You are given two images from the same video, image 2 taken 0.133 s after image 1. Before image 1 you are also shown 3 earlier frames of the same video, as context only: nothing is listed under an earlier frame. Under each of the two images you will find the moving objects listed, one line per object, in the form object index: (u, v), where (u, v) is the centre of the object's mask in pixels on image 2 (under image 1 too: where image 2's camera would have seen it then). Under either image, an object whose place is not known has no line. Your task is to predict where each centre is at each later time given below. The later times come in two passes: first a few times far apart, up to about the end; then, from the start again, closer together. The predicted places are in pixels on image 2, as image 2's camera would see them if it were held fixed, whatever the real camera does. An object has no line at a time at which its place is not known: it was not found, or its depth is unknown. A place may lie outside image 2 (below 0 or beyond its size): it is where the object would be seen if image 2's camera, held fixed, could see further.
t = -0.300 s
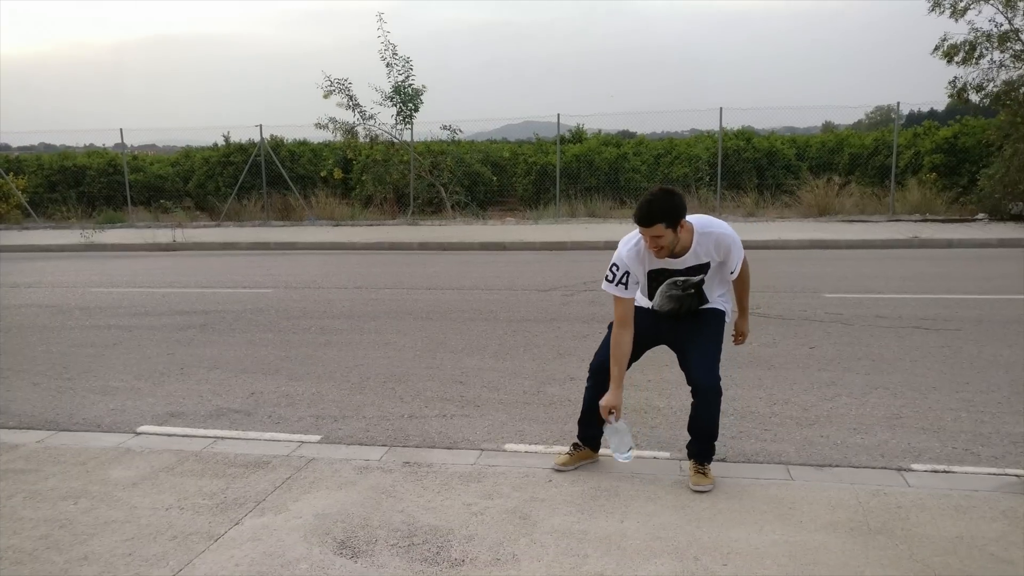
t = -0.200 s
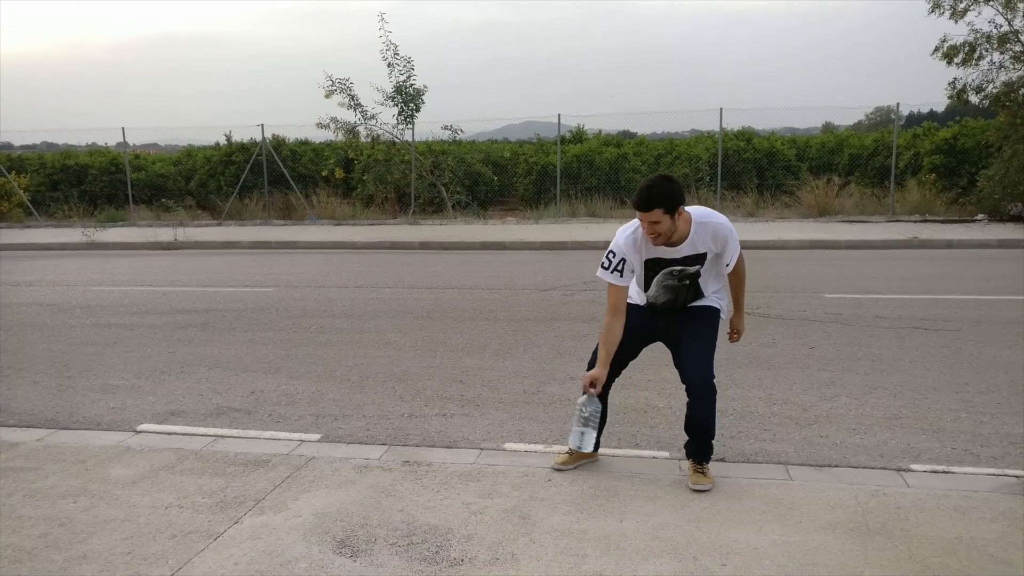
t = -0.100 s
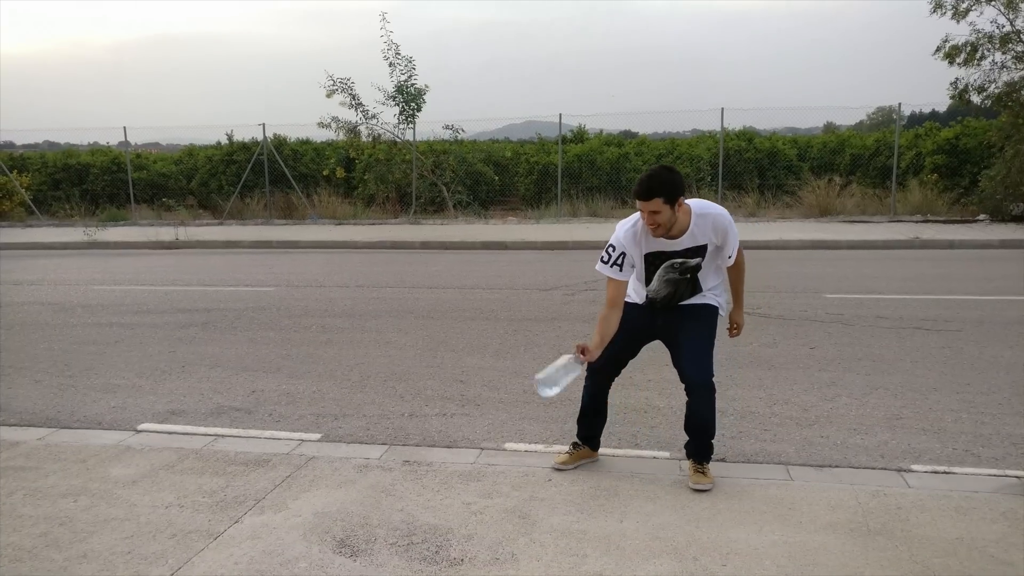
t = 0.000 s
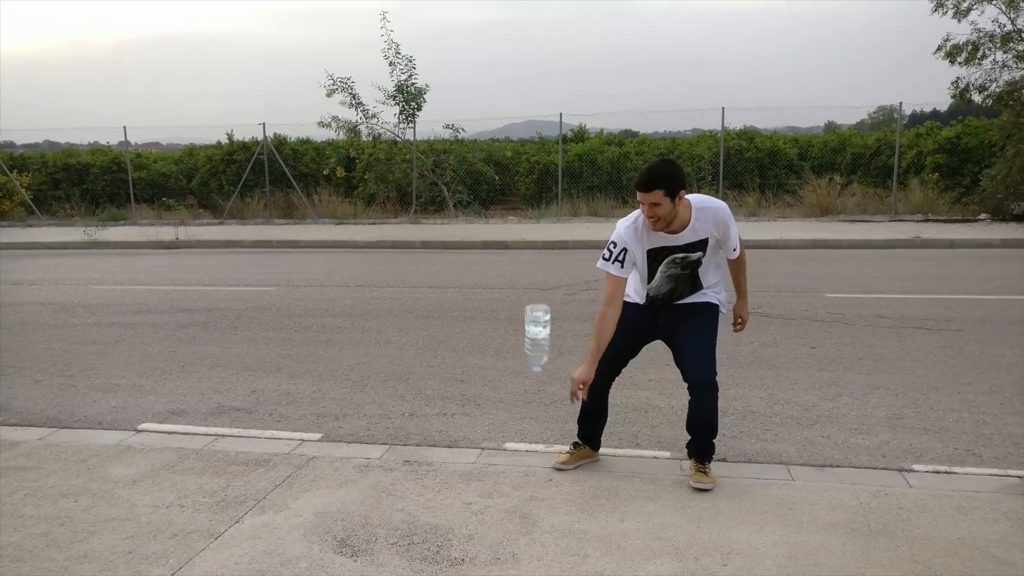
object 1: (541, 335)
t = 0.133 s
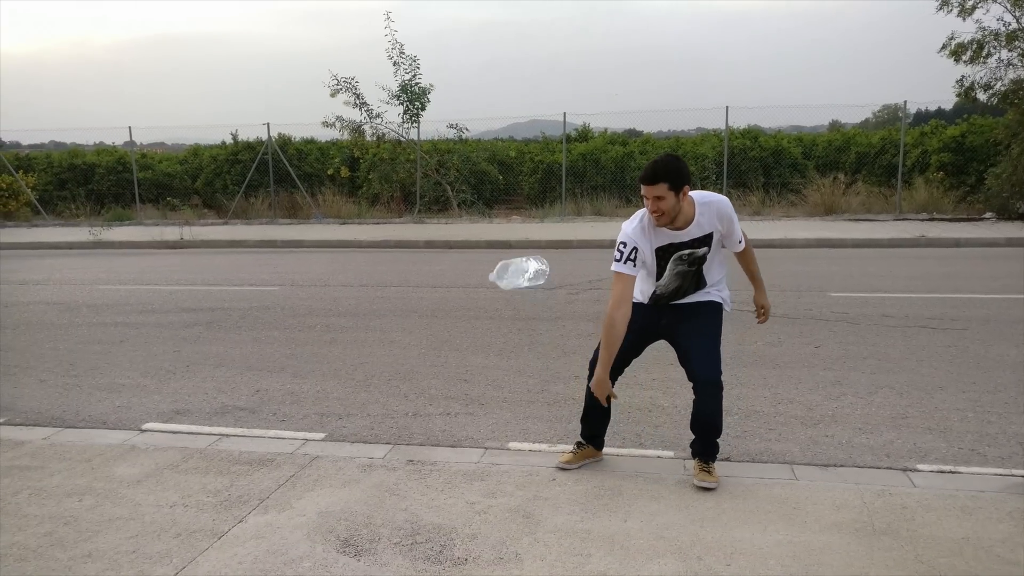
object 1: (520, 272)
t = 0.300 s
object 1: (504, 271)
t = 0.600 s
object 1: (475, 482)
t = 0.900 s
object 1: (493, 558)
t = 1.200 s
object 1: (496, 556)
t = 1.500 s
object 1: (495, 555)
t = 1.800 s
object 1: (495, 555)
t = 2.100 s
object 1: (496, 556)
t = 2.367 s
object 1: (496, 556)
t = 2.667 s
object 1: (496, 556)
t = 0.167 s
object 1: (518, 265)
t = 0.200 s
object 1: (514, 262)
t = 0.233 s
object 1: (511, 262)
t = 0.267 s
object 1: (507, 265)
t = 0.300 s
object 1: (504, 271)
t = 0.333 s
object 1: (500, 281)
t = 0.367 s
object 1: (497, 294)
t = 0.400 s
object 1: (494, 311)
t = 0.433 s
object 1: (491, 331)
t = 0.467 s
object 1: (487, 354)
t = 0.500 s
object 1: (484, 381)
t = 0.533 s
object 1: (481, 411)
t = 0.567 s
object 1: (478, 444)
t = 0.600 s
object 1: (475, 482)
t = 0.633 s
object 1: (472, 522)
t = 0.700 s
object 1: (478, 554)
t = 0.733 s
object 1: (480, 558)
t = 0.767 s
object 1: (482, 559)
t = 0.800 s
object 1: (484, 558)
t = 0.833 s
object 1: (487, 558)
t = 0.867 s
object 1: (490, 558)
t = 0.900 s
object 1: (493, 558)
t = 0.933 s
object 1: (494, 557)
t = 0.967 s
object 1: (495, 556)
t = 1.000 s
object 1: (495, 556)
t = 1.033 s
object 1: (496, 556)
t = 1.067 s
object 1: (495, 556)
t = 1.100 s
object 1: (495, 555)
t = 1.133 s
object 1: (496, 556)
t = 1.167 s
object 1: (496, 556)
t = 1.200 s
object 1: (496, 556)
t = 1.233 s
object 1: (496, 556)
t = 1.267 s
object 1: (496, 556)
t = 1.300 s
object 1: (496, 556)
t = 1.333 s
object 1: (496, 556)
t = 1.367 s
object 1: (496, 556)
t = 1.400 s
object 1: (495, 555)
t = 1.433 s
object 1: (495, 556)
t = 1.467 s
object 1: (495, 555)
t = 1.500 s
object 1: (495, 555)
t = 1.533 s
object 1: (495, 555)
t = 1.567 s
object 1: (495, 555)
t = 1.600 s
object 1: (495, 555)
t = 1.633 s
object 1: (495, 555)
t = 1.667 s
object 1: (495, 555)
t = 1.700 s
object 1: (495, 555)
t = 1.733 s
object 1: (495, 555)
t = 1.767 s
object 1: (495, 555)
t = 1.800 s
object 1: (495, 555)
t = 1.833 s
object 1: (495, 555)
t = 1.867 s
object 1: (495, 555)
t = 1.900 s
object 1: (495, 555)
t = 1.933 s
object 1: (495, 555)
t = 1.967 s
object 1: (495, 555)
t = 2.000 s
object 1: (496, 555)
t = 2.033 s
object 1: (496, 556)
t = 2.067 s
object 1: (495, 555)
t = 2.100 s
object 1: (496, 556)
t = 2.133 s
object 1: (496, 556)
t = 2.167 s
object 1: (496, 556)
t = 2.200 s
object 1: (496, 556)
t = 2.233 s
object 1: (496, 556)
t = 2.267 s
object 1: (496, 556)
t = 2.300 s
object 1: (496, 556)
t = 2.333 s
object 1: (496, 556)
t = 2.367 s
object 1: (496, 556)
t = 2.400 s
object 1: (496, 556)
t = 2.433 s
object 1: (496, 556)
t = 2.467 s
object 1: (496, 556)
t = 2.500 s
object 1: (496, 556)
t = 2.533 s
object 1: (496, 556)
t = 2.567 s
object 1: (496, 556)
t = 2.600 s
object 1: (496, 556)
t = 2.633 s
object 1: (496, 556)
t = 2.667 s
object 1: (496, 556)
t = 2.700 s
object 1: (496, 556)
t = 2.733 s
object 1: (496, 556)
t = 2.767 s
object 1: (496, 556)
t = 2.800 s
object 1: (496, 556)
